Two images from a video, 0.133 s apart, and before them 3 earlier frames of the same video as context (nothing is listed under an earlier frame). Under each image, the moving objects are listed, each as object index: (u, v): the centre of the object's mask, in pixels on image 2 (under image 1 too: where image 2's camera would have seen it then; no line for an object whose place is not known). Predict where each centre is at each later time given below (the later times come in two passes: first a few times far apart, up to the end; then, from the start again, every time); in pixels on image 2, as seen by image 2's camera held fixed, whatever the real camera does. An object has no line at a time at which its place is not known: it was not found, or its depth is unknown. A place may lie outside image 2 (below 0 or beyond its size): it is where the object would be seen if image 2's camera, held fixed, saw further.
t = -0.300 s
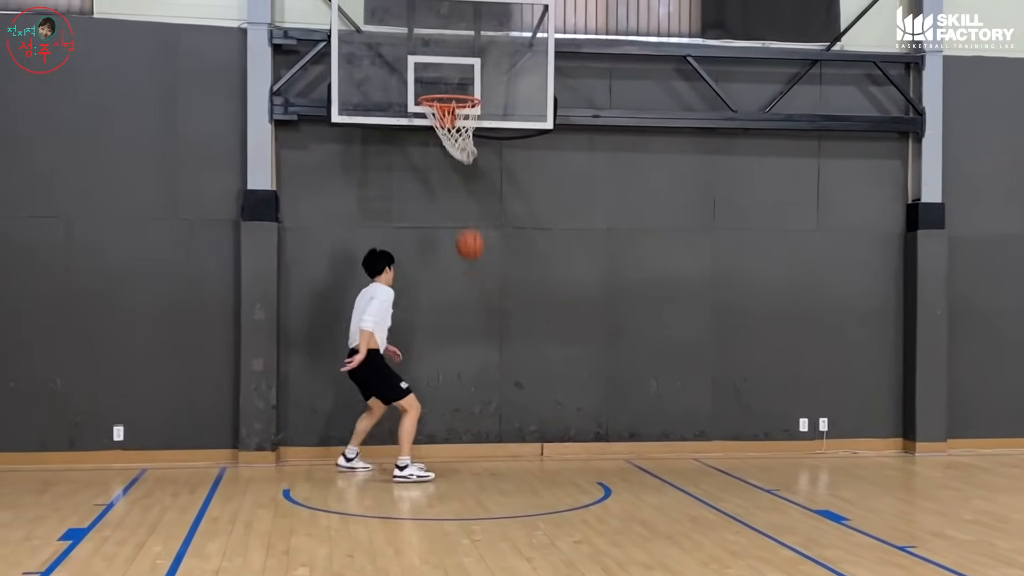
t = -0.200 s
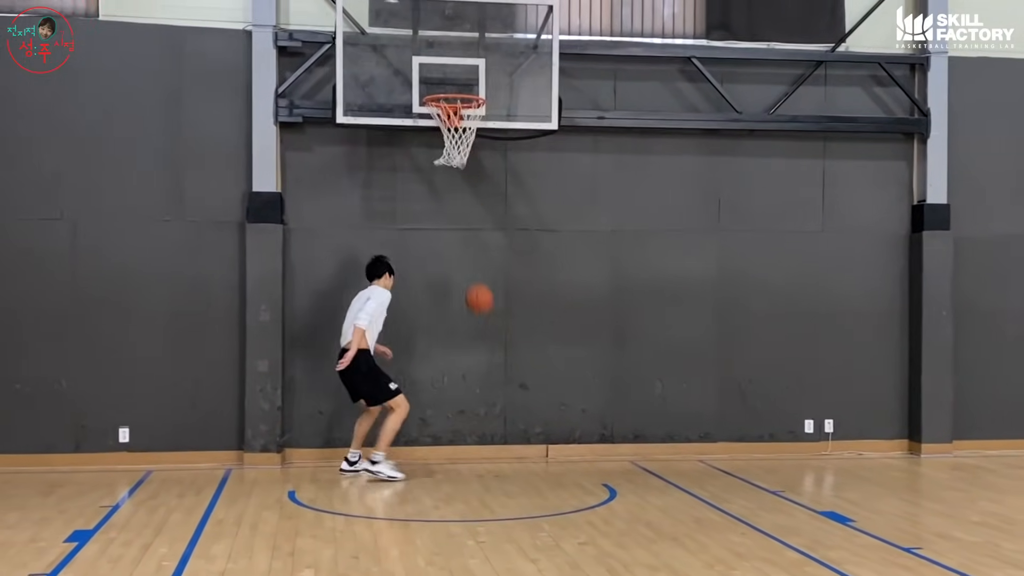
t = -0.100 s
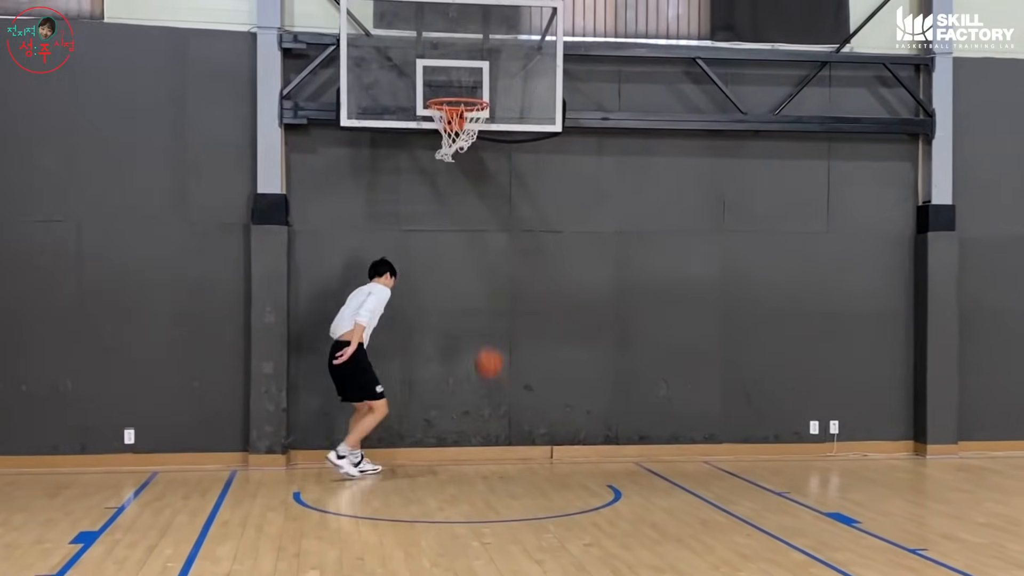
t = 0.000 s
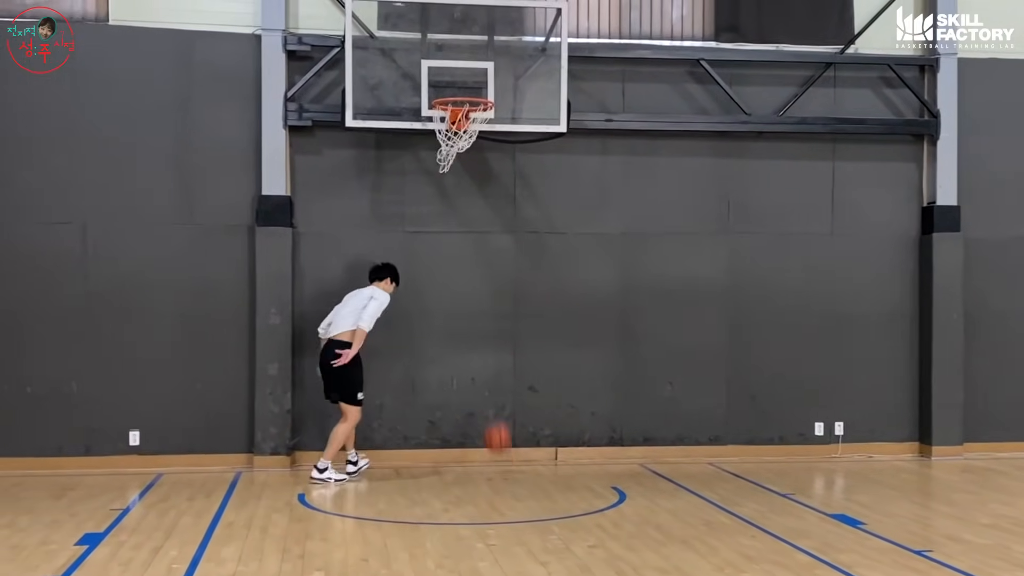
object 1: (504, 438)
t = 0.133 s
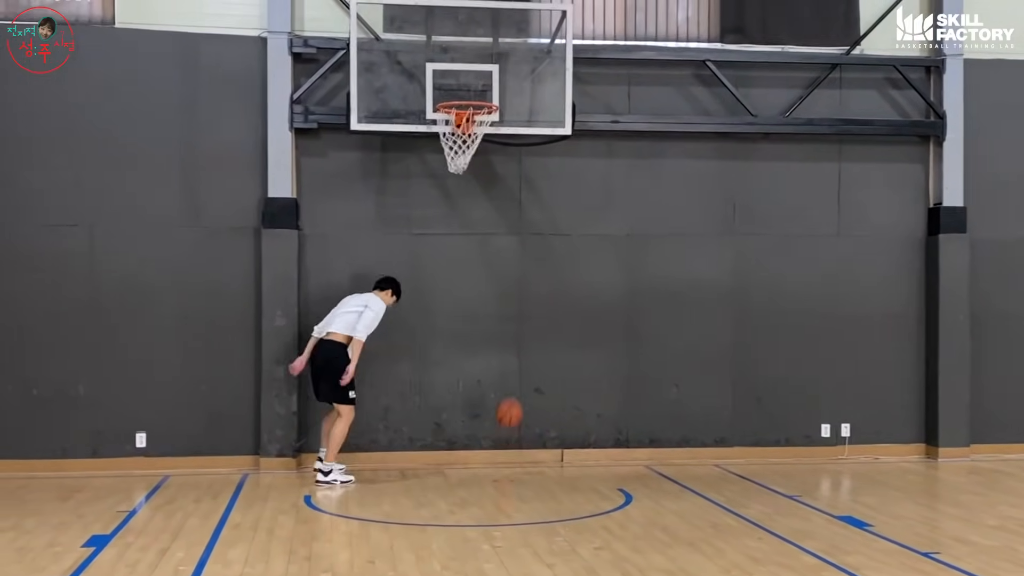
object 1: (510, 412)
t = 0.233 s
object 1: (513, 374)
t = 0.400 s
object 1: (520, 333)
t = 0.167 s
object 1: (511, 399)
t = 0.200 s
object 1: (512, 386)
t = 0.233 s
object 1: (513, 374)
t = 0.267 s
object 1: (514, 364)
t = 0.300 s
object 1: (517, 355)
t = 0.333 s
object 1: (517, 346)
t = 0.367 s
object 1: (519, 339)
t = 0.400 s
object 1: (520, 333)
